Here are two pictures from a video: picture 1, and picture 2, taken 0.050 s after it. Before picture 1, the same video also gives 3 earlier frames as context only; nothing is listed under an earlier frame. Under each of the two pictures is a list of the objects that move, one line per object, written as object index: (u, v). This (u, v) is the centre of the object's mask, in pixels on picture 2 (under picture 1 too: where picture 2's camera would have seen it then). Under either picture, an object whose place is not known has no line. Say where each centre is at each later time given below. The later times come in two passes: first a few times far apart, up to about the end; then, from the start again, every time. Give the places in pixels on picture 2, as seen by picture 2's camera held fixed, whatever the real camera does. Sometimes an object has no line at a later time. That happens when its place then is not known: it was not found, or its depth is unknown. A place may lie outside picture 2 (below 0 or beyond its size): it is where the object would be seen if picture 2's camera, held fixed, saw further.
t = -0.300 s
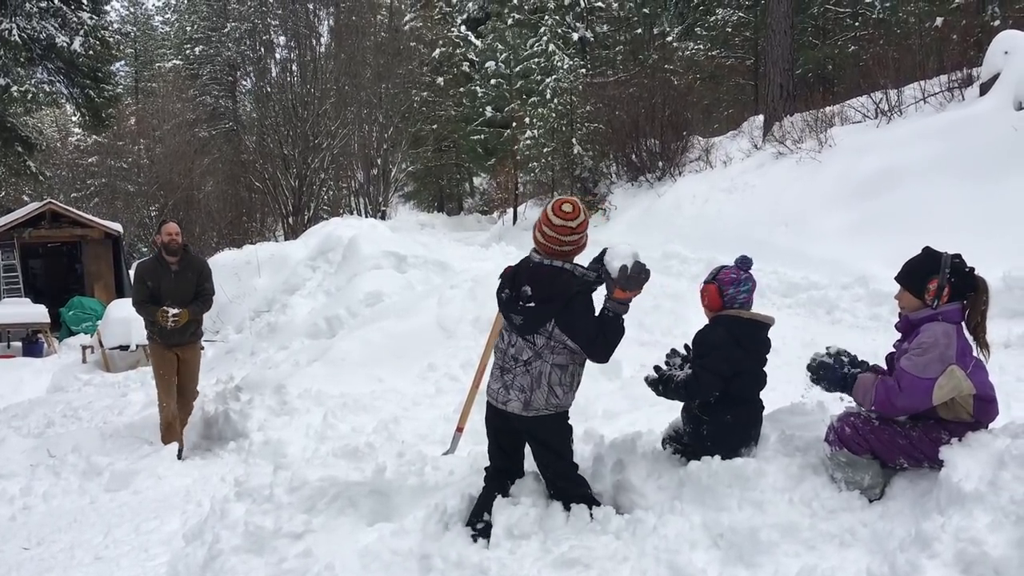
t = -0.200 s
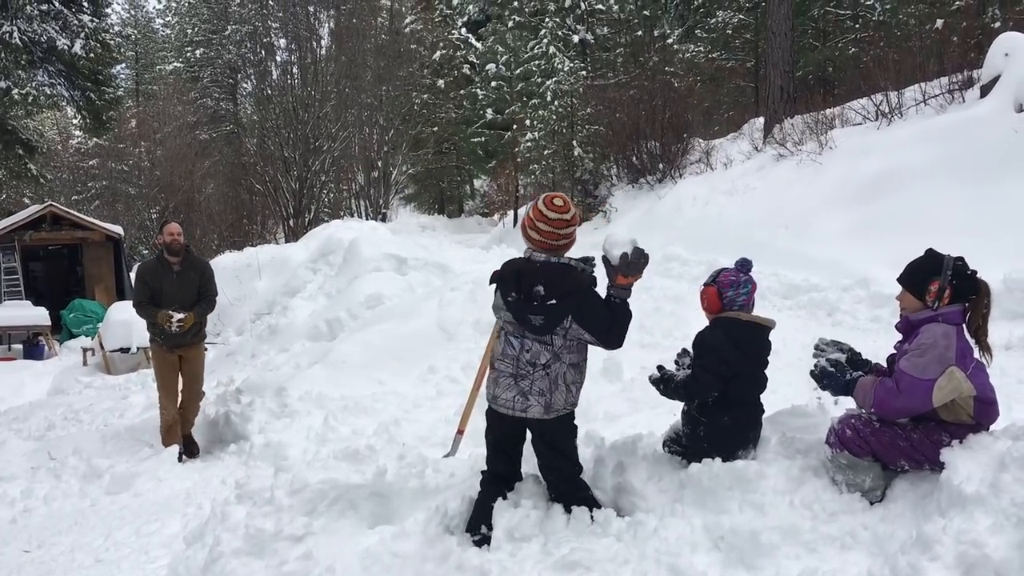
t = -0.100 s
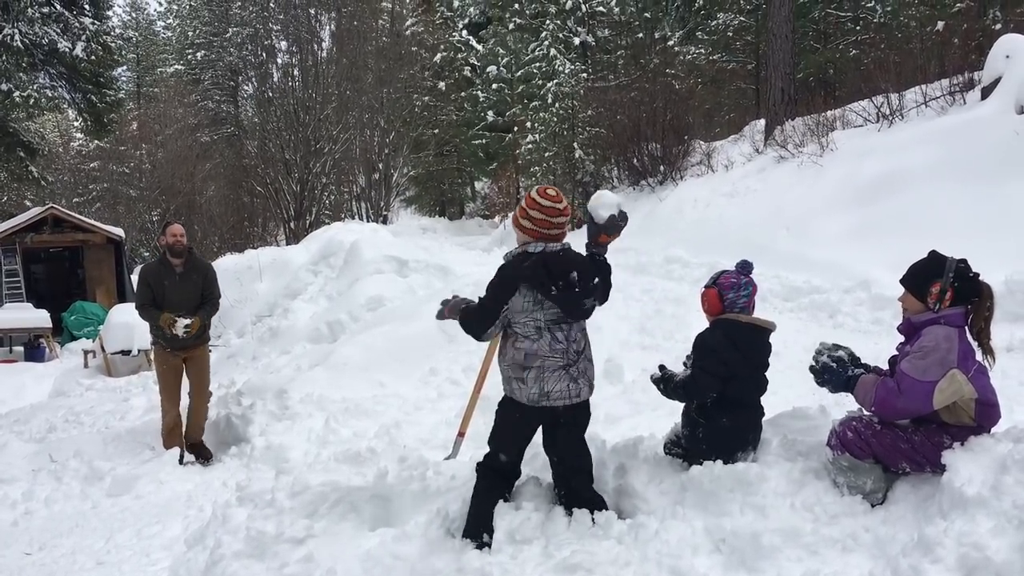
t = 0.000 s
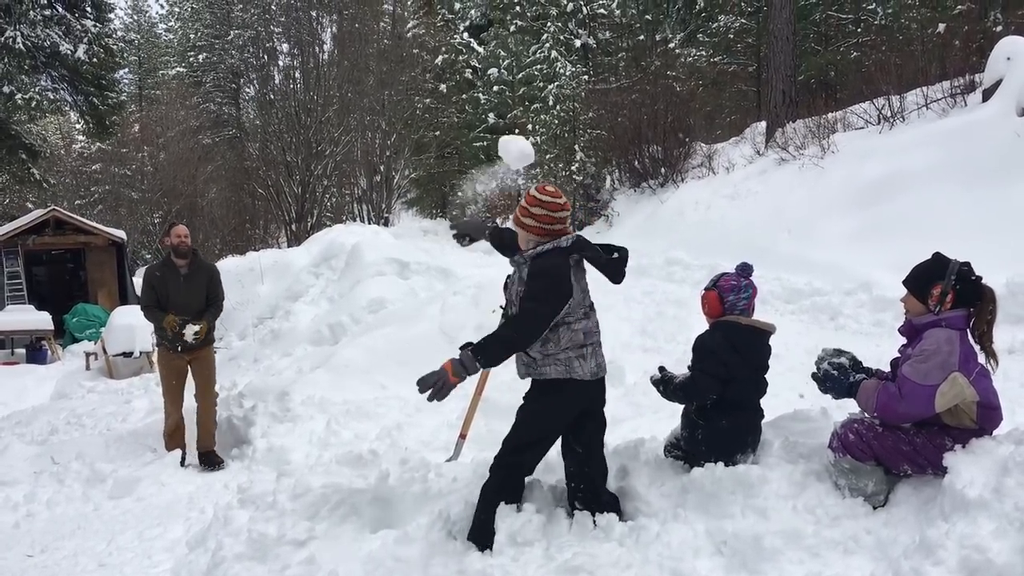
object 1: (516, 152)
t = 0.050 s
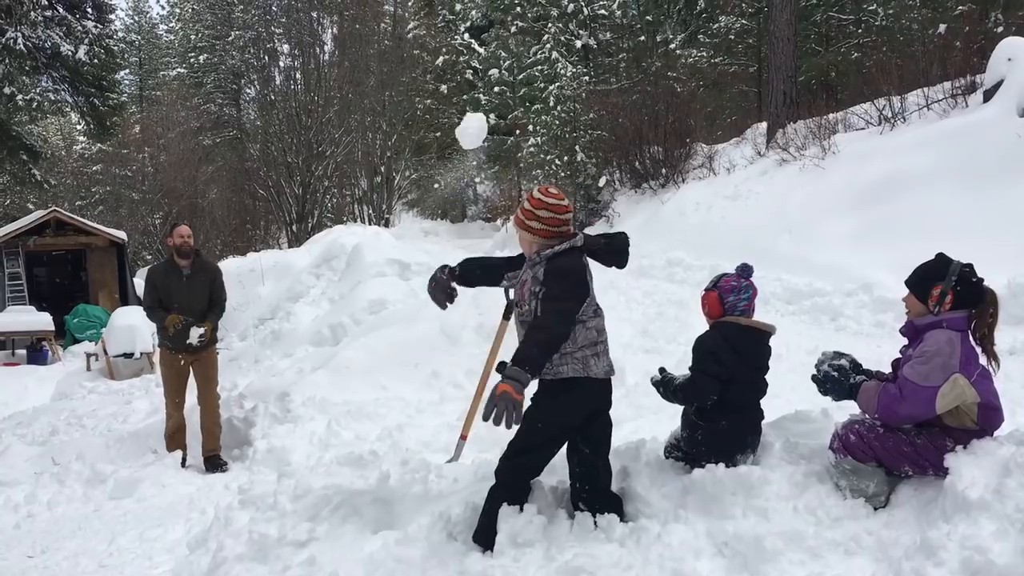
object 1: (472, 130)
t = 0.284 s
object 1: (316, 114)
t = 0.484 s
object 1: (227, 168)
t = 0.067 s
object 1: (458, 125)
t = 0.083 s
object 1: (445, 121)
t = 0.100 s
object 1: (432, 117)
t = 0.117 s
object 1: (420, 114)
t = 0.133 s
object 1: (408, 112)
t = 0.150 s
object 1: (396, 110)
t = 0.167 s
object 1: (385, 108)
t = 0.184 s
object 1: (374, 108)
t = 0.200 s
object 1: (364, 108)
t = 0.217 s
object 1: (354, 108)
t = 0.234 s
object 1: (344, 109)
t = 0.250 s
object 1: (334, 110)
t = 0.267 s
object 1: (325, 112)
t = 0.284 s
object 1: (316, 114)
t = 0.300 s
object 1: (307, 117)
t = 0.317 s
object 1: (298, 120)
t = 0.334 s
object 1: (290, 123)
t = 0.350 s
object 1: (282, 126)
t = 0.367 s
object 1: (274, 130)
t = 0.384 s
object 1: (267, 134)
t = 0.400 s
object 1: (260, 139)
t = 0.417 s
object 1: (253, 145)
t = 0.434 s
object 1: (247, 150)
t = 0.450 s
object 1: (240, 156)
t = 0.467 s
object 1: (233, 162)
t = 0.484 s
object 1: (227, 168)
